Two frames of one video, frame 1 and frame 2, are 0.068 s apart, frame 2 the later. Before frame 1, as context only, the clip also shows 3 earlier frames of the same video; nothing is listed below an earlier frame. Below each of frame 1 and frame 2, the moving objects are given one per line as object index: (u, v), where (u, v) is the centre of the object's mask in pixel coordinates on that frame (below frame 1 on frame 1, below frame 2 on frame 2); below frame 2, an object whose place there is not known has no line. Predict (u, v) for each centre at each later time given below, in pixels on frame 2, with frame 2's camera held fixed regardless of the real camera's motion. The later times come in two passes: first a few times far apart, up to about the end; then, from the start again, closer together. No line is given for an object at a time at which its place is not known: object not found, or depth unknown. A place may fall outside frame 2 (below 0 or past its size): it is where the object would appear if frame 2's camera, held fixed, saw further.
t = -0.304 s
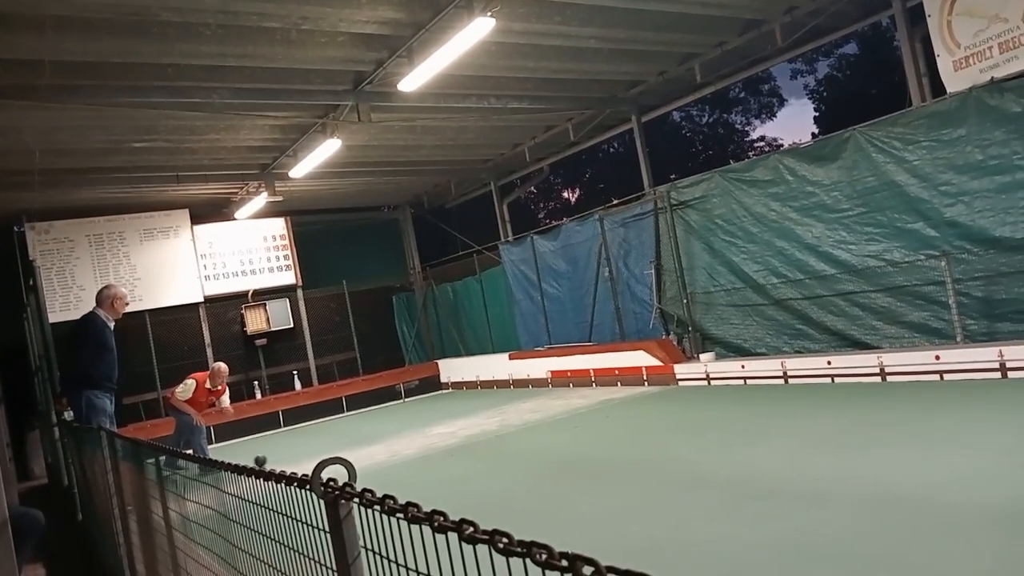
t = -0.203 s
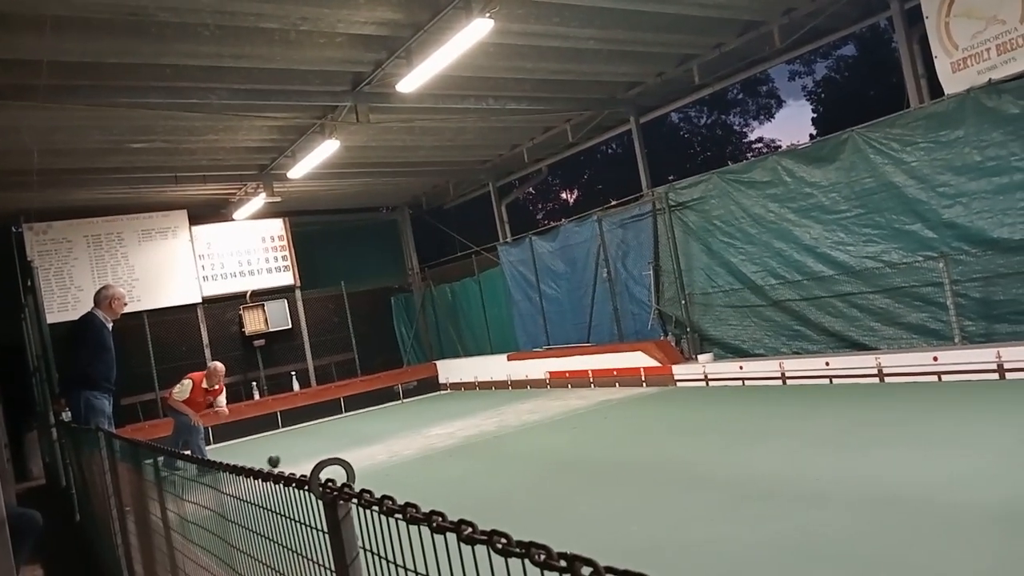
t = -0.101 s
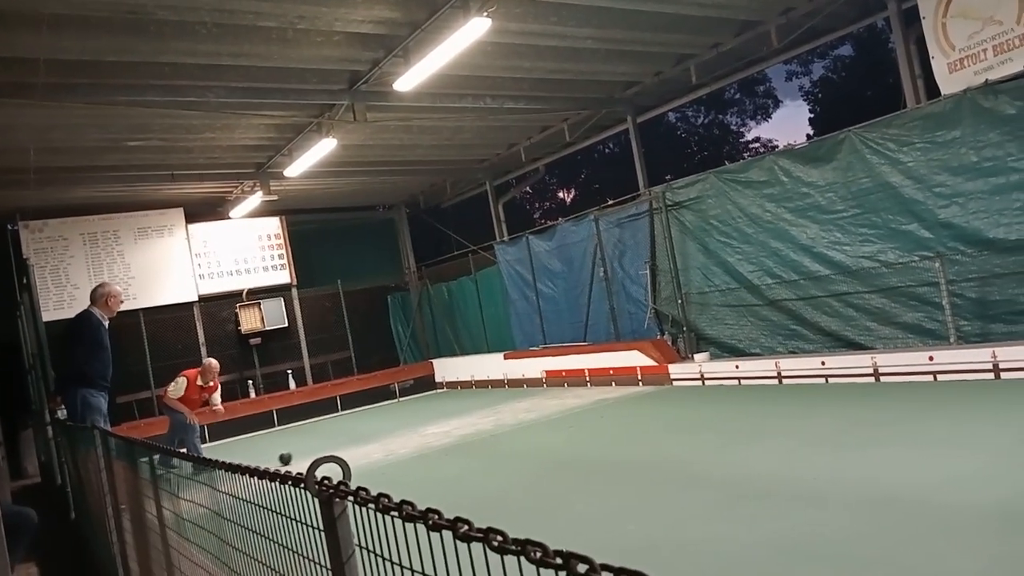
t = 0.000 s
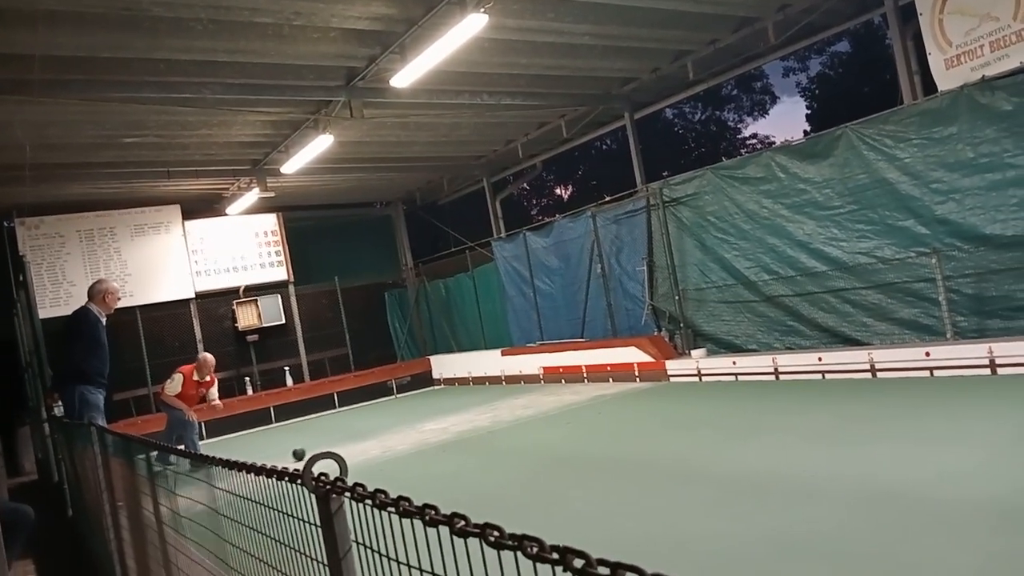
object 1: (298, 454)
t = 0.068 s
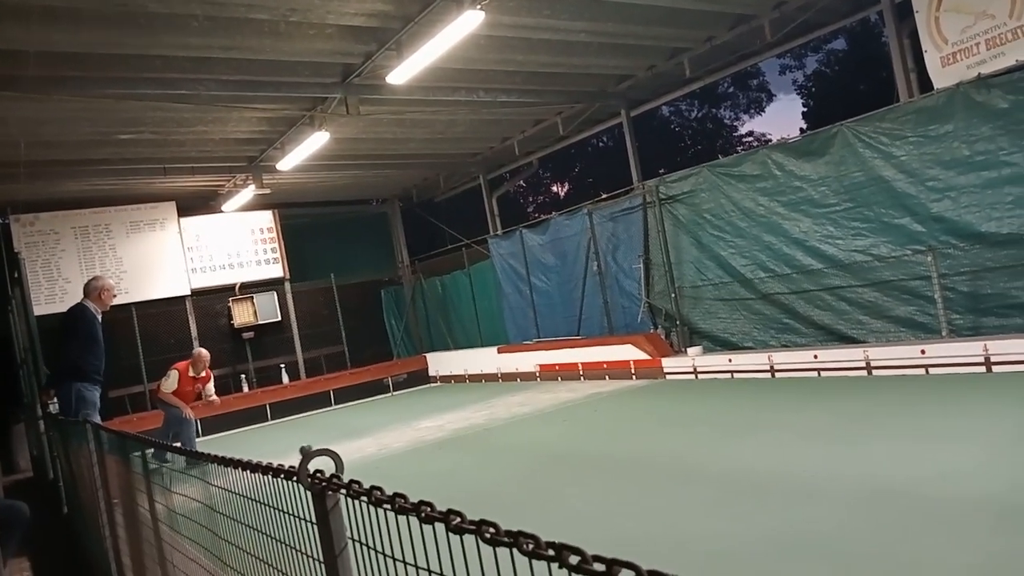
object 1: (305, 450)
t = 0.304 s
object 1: (346, 449)
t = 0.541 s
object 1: (390, 446)
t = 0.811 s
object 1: (443, 443)
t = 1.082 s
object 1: (502, 440)
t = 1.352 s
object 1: (566, 436)
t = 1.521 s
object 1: (608, 434)
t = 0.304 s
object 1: (346, 449)
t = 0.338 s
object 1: (352, 448)
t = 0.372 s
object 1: (358, 448)
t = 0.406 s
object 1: (365, 447)
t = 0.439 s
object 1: (371, 447)
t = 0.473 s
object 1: (377, 447)
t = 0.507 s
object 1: (383, 446)
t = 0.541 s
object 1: (390, 446)
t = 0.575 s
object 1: (396, 445)
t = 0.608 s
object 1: (403, 445)
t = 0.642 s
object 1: (409, 445)
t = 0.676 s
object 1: (416, 445)
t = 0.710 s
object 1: (423, 444)
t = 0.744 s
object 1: (430, 444)
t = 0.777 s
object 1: (437, 443)
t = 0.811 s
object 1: (443, 443)
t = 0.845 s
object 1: (450, 443)
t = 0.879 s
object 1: (457, 442)
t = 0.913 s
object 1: (465, 442)
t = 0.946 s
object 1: (472, 441)
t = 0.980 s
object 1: (480, 441)
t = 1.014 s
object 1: (487, 440)
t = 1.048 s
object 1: (494, 440)
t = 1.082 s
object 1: (502, 440)
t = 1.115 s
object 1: (509, 439)
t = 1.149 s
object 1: (517, 439)
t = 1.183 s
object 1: (525, 438)
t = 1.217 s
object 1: (533, 438)
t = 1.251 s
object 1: (541, 437)
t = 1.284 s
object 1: (549, 437)
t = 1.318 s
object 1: (557, 437)
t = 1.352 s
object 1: (566, 436)
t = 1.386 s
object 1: (574, 436)
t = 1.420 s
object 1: (582, 435)
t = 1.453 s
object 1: (591, 435)
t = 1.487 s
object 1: (599, 434)
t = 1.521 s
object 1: (608, 434)
